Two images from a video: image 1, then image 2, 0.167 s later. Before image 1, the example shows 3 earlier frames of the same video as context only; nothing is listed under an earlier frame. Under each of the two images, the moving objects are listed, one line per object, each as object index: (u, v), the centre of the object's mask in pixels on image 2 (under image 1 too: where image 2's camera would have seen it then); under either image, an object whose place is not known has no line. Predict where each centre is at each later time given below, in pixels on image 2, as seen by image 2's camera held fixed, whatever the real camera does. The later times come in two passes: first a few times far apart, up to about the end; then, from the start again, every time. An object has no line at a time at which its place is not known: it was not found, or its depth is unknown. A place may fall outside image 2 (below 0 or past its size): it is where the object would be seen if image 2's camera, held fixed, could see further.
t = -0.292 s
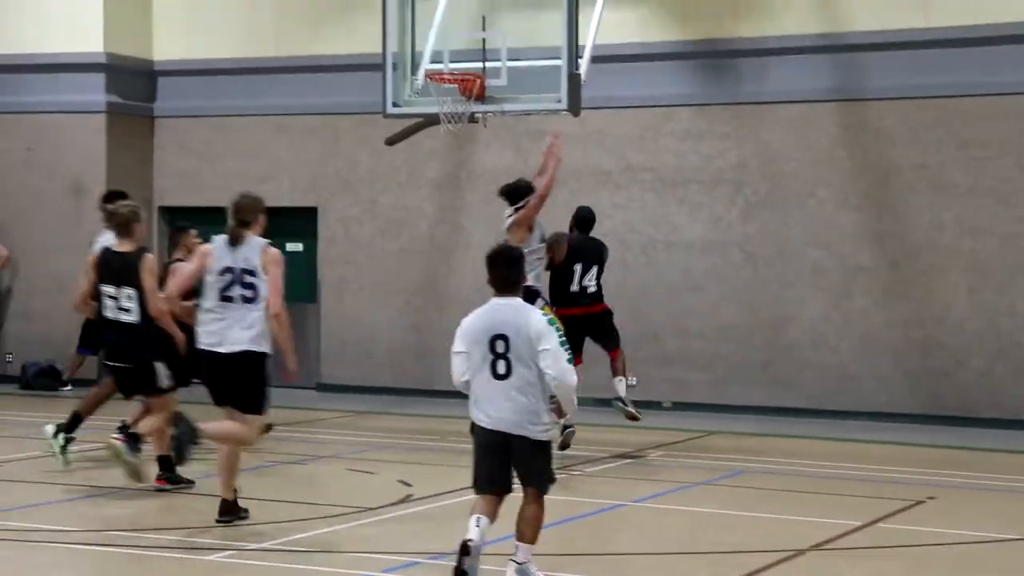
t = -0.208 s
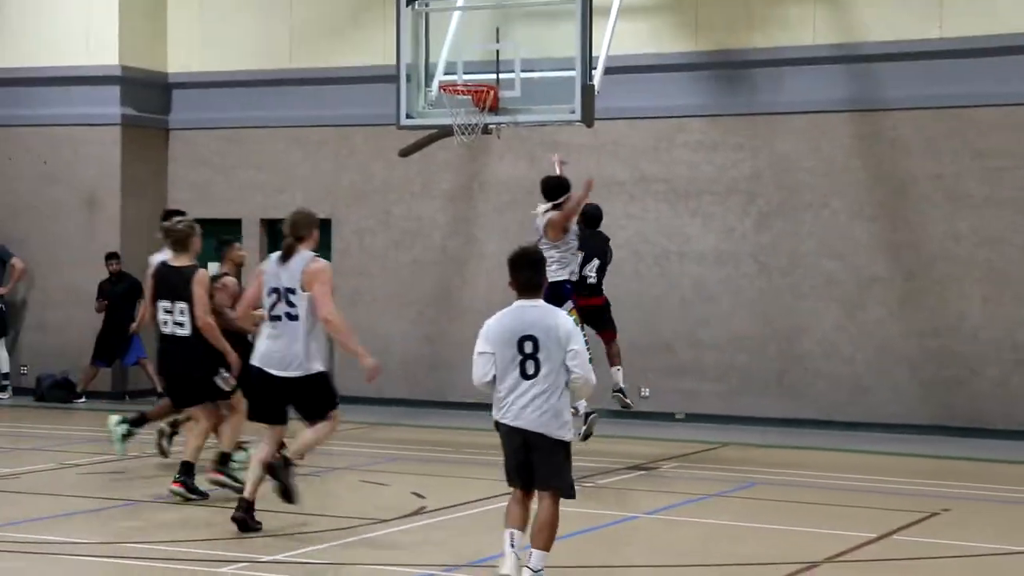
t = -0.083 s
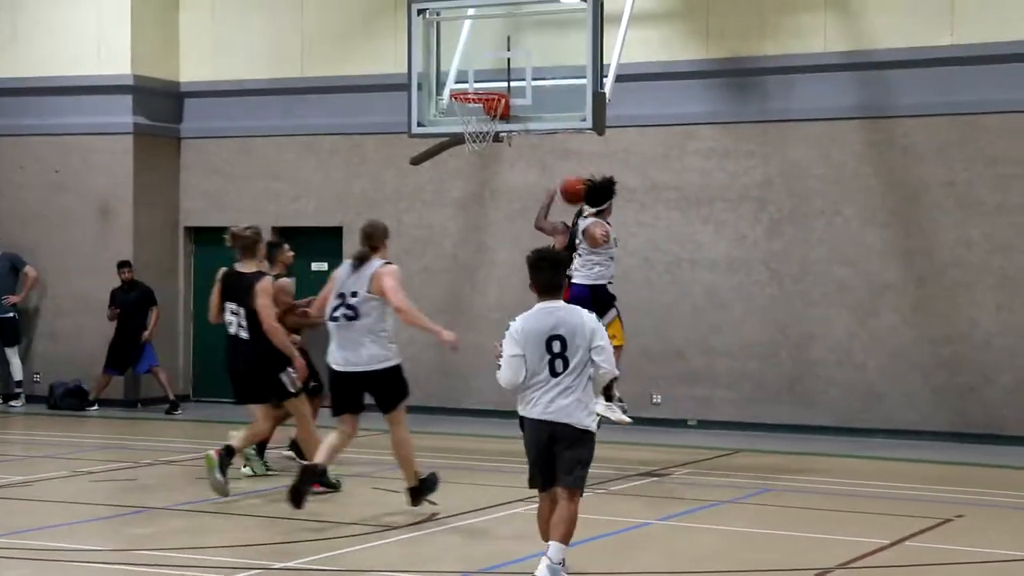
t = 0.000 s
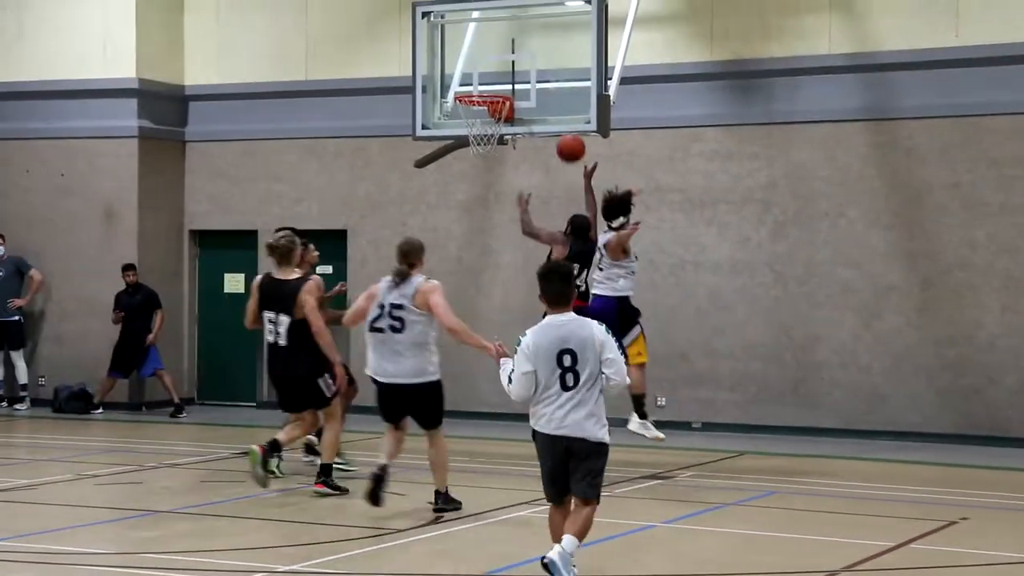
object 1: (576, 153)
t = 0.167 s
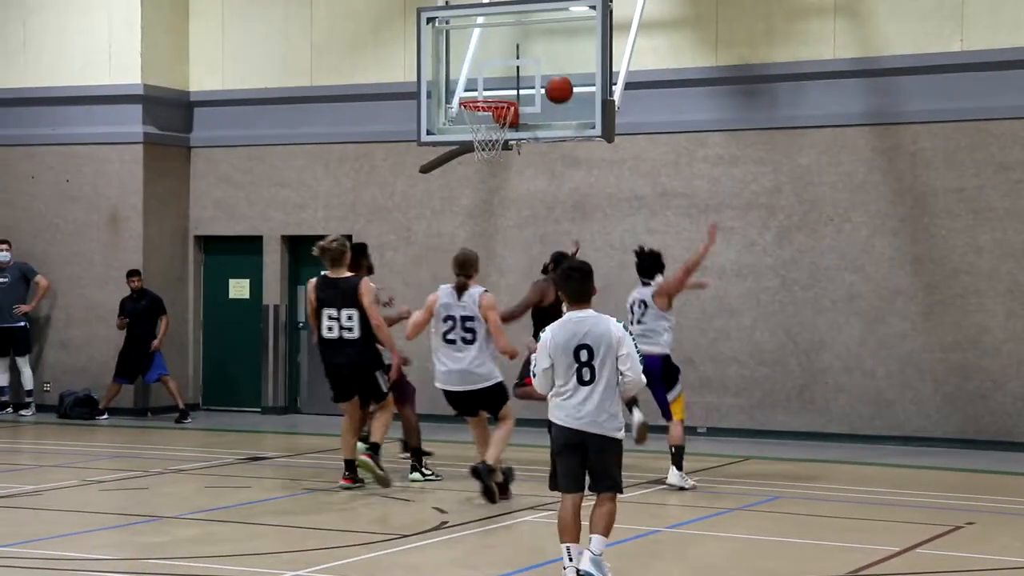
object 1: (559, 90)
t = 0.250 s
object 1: (551, 70)
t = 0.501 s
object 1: (514, 76)
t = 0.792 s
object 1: (479, 99)
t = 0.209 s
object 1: (555, 79)
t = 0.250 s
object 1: (551, 70)
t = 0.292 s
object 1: (546, 65)
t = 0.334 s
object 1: (540, 63)
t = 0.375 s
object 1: (533, 63)
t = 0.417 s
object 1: (527, 66)
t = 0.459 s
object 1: (520, 70)
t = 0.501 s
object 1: (514, 76)
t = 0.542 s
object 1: (507, 84)
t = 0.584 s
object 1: (501, 89)
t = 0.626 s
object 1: (494, 88)
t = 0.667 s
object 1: (488, 89)
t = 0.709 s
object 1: (481, 92)
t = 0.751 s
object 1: (474, 94)
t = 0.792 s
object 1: (479, 99)
